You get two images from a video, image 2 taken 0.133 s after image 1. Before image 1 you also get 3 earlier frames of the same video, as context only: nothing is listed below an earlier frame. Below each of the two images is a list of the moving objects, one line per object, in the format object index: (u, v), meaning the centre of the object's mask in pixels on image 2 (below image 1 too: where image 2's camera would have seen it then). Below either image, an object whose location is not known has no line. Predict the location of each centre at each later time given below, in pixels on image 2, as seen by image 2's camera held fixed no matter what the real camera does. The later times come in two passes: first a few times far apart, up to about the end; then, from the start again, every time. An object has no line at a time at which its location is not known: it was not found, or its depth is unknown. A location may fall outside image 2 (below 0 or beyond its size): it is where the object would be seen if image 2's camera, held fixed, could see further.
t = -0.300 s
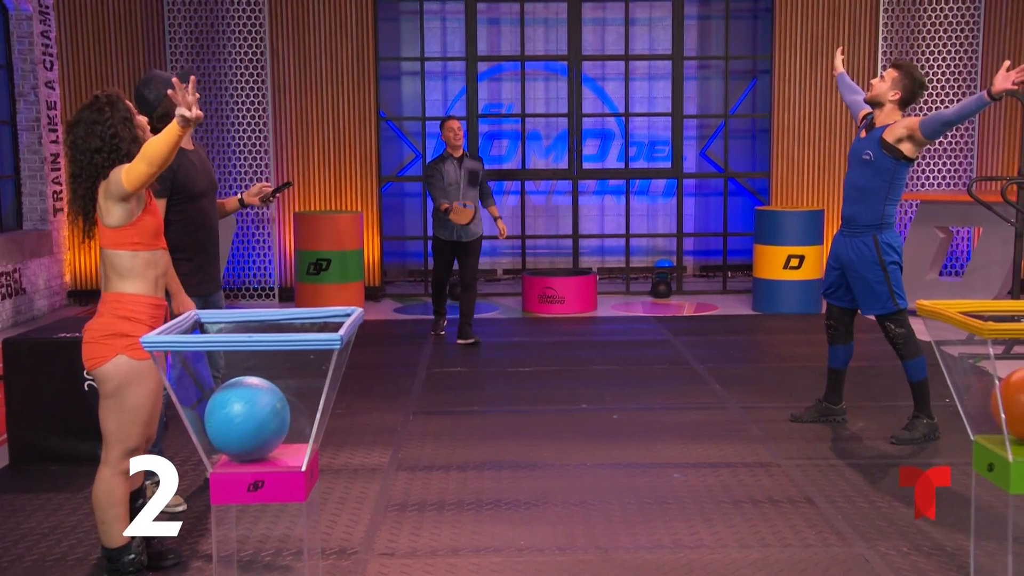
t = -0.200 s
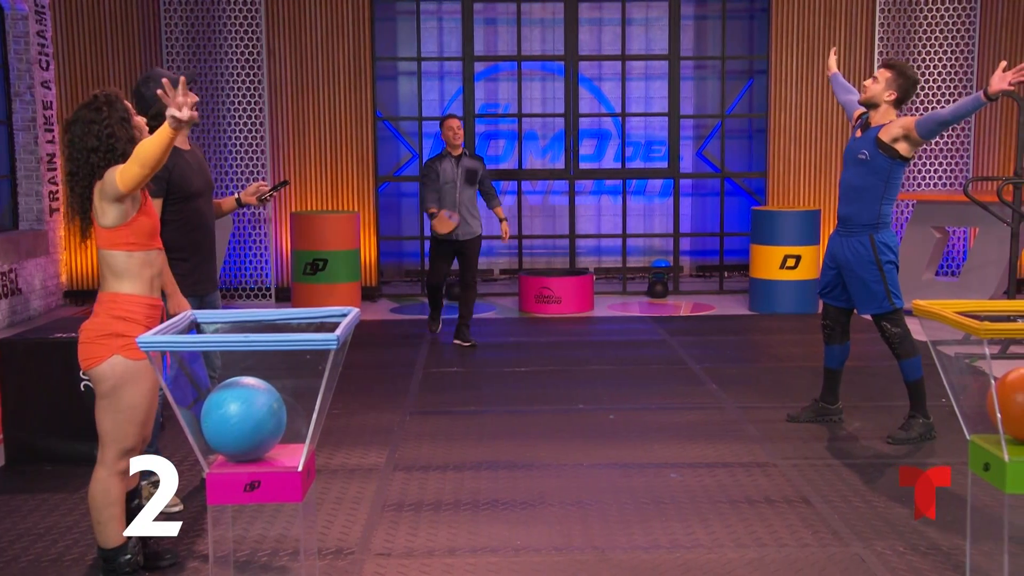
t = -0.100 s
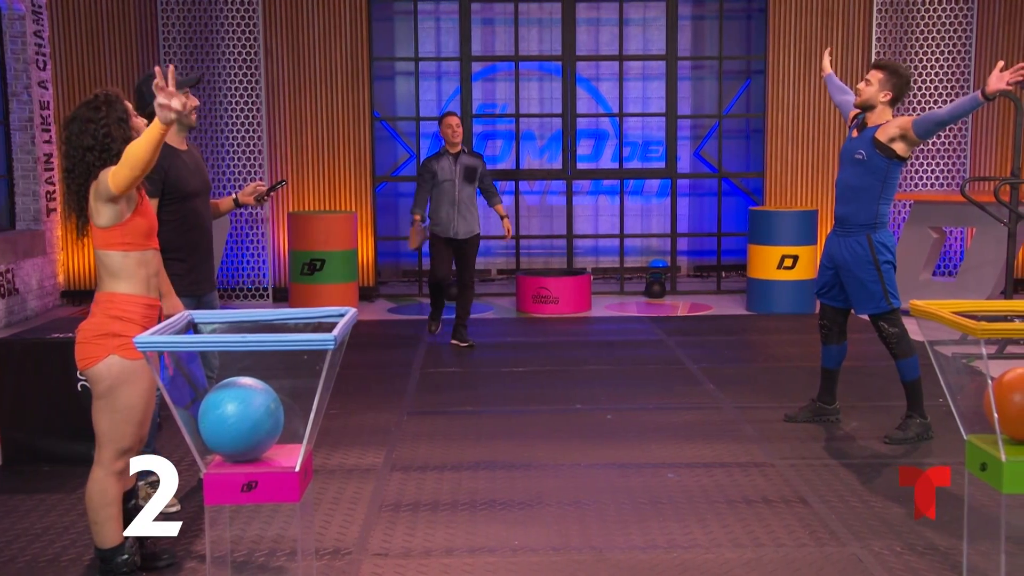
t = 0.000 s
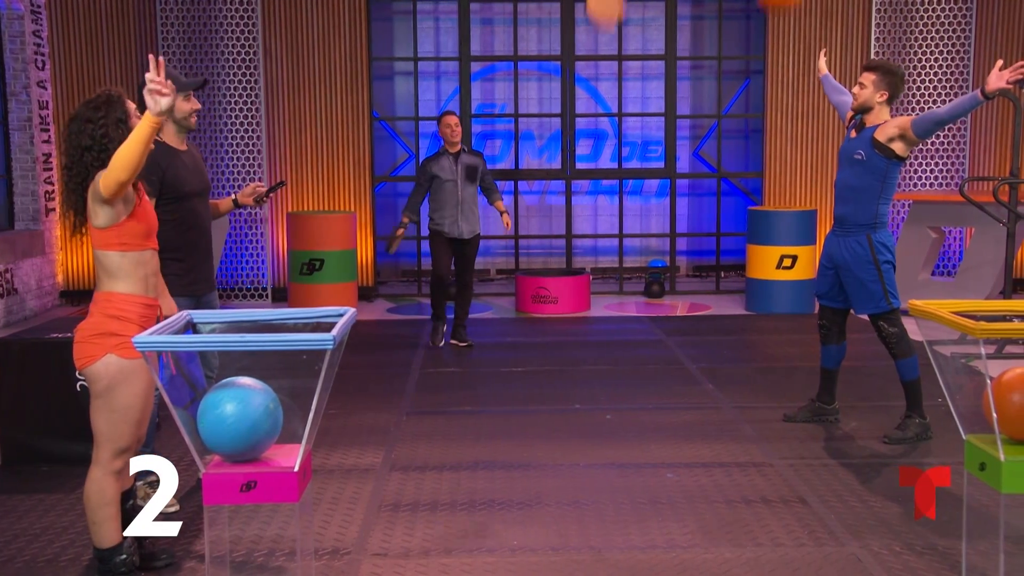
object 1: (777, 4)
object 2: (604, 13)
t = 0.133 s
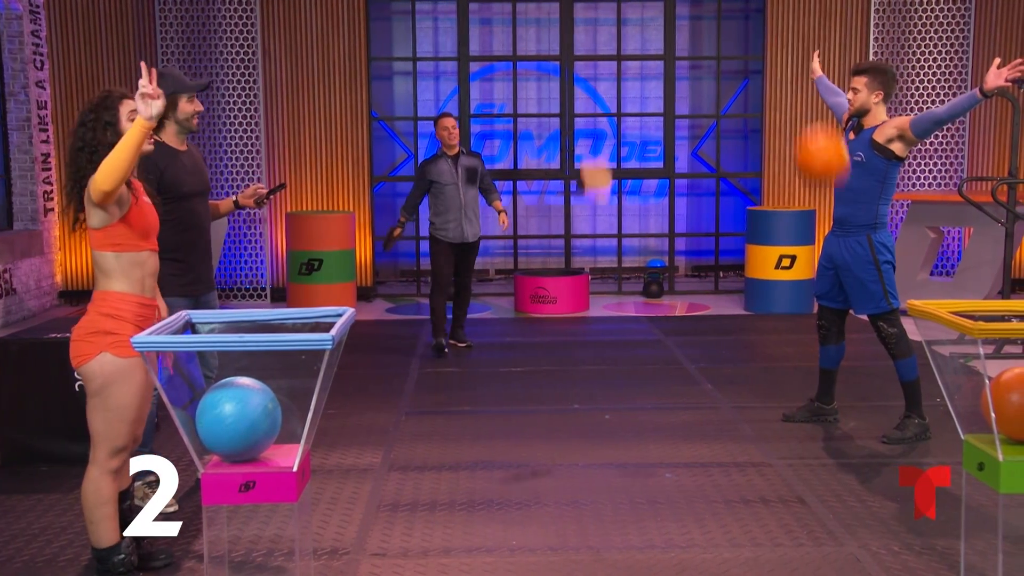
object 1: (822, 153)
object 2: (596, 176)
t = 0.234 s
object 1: (854, 322)
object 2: (592, 325)
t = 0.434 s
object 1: (906, 374)
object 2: (626, 335)
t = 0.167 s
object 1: (834, 207)
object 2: (594, 224)
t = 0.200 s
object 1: (845, 266)
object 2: (595, 272)
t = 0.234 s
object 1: (854, 322)
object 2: (592, 325)
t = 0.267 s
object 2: (592, 372)
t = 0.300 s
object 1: (875, 451)
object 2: (591, 411)
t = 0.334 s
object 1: (886, 516)
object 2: (600, 388)
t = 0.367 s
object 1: (890, 472)
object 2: (610, 367)
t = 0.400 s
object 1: (901, 422)
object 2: (618, 350)
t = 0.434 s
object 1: (906, 374)
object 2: (626, 335)
